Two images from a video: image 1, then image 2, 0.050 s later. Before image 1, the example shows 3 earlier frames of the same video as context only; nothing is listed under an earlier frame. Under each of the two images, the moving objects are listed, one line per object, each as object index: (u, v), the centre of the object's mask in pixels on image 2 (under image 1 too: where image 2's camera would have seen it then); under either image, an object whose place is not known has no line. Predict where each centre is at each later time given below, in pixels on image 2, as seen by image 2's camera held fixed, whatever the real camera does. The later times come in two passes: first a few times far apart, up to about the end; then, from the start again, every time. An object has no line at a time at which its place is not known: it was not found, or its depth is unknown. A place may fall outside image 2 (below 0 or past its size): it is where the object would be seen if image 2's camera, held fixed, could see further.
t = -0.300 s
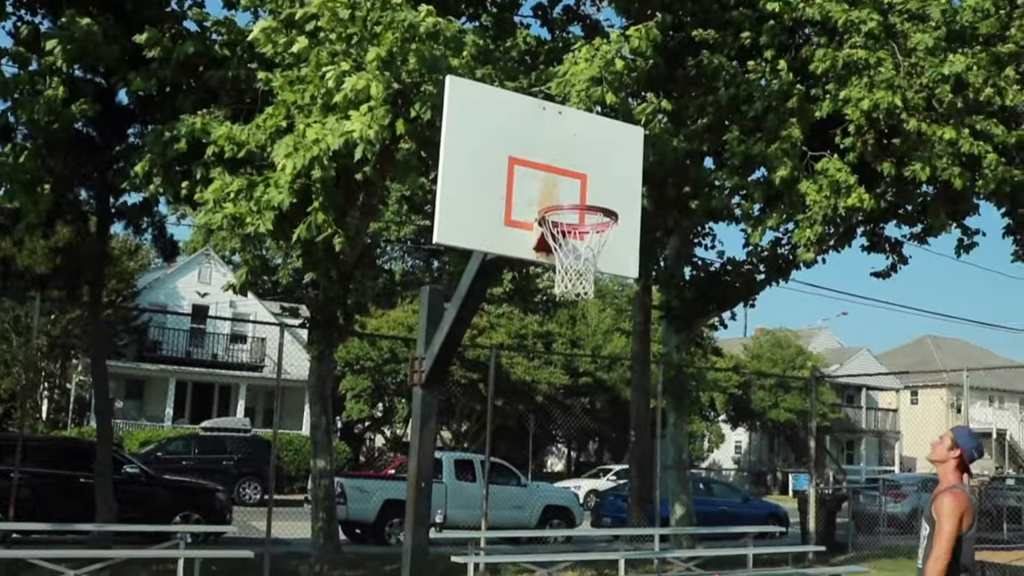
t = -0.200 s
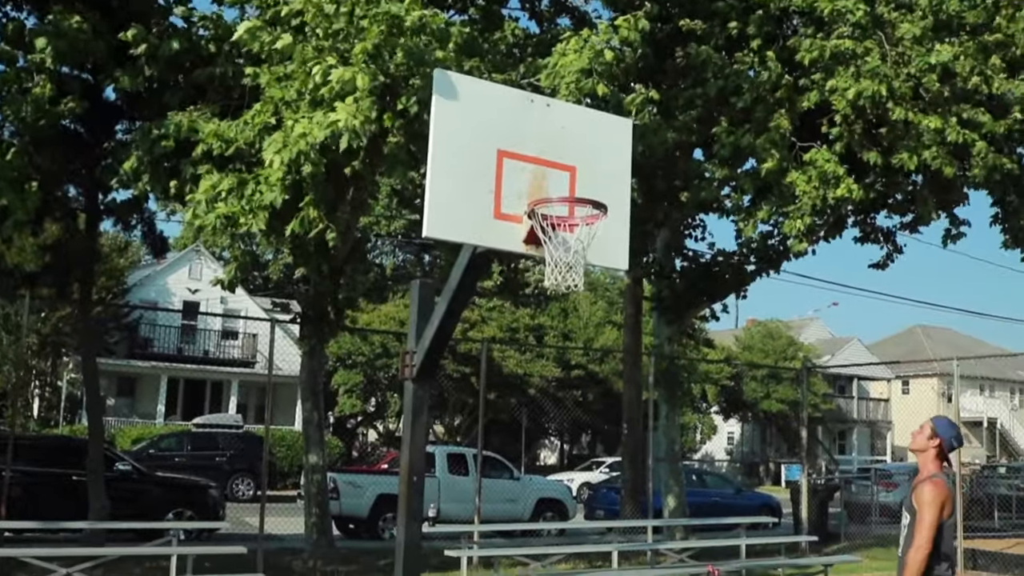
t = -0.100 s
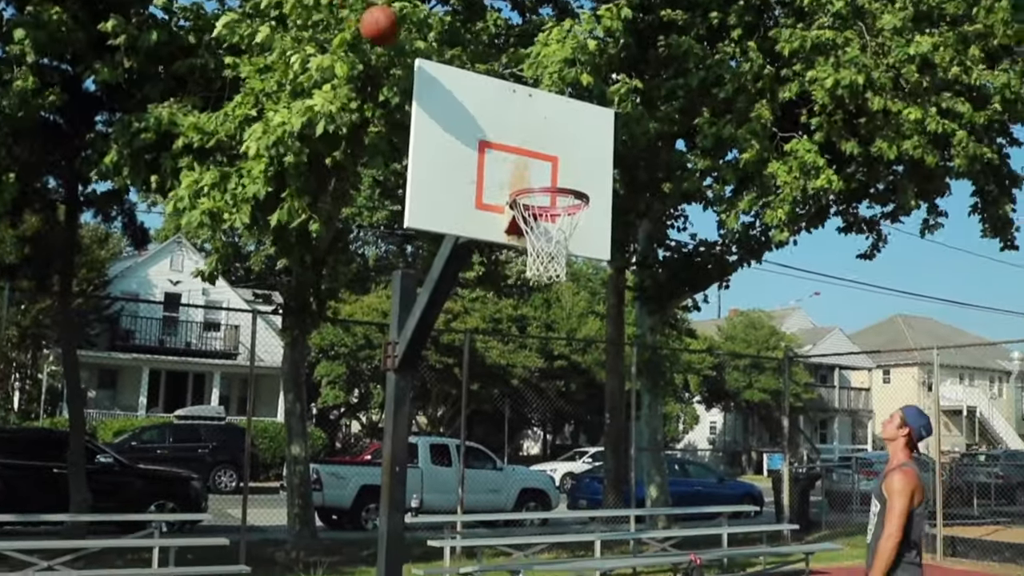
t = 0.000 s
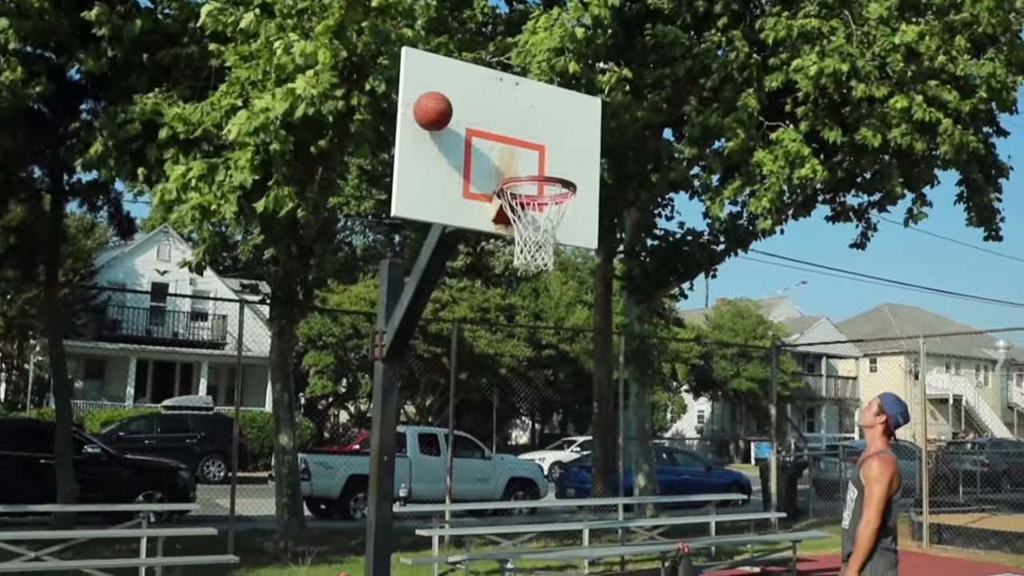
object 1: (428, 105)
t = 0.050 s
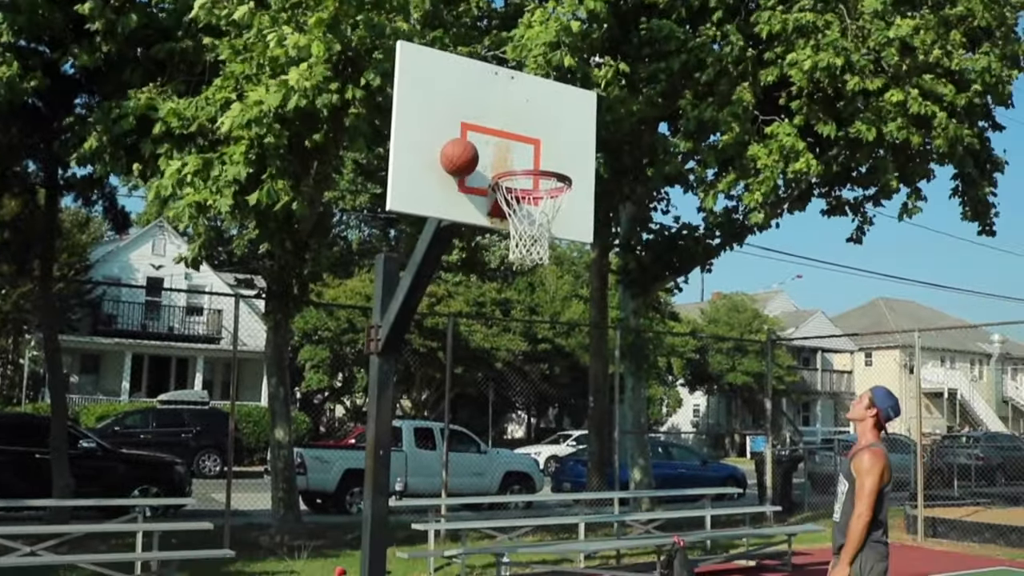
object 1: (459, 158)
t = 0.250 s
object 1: (472, 228)
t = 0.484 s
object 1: (466, 355)
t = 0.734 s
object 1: (455, 604)
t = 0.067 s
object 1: (469, 175)
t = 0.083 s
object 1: (475, 190)
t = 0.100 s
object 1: (474, 194)
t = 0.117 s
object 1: (473, 196)
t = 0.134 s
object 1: (473, 199)
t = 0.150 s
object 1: (474, 202)
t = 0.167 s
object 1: (473, 204)
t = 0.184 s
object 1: (473, 208)
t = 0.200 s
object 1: (474, 210)
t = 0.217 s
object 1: (473, 216)
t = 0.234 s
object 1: (472, 222)
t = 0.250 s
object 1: (472, 228)
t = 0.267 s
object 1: (471, 233)
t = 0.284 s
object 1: (471, 239)
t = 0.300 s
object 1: (471, 245)
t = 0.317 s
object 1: (471, 253)
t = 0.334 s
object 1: (470, 262)
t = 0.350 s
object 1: (470, 270)
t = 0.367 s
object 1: (470, 279)
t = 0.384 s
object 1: (469, 288)
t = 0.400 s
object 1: (468, 297)
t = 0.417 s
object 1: (468, 308)
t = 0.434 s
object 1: (467, 319)
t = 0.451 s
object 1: (467, 331)
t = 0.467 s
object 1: (466, 343)
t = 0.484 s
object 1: (466, 355)
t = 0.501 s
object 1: (465, 367)
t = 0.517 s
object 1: (464, 381)
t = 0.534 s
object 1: (464, 395)
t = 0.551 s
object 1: (463, 410)
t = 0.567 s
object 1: (462, 425)
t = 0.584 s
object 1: (462, 440)
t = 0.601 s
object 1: (462, 456)
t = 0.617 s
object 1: (461, 472)
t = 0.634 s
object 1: (460, 490)
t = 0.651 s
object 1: (460, 508)
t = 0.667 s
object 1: (459, 526)
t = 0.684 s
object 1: (458, 544)
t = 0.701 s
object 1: (458, 563)
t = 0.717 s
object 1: (457, 583)
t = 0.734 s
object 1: (455, 604)
